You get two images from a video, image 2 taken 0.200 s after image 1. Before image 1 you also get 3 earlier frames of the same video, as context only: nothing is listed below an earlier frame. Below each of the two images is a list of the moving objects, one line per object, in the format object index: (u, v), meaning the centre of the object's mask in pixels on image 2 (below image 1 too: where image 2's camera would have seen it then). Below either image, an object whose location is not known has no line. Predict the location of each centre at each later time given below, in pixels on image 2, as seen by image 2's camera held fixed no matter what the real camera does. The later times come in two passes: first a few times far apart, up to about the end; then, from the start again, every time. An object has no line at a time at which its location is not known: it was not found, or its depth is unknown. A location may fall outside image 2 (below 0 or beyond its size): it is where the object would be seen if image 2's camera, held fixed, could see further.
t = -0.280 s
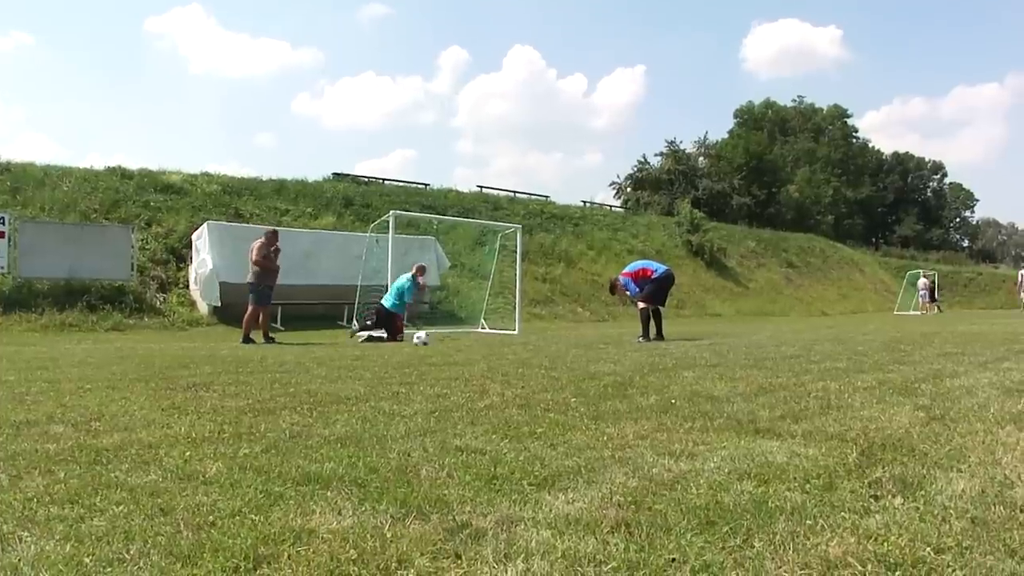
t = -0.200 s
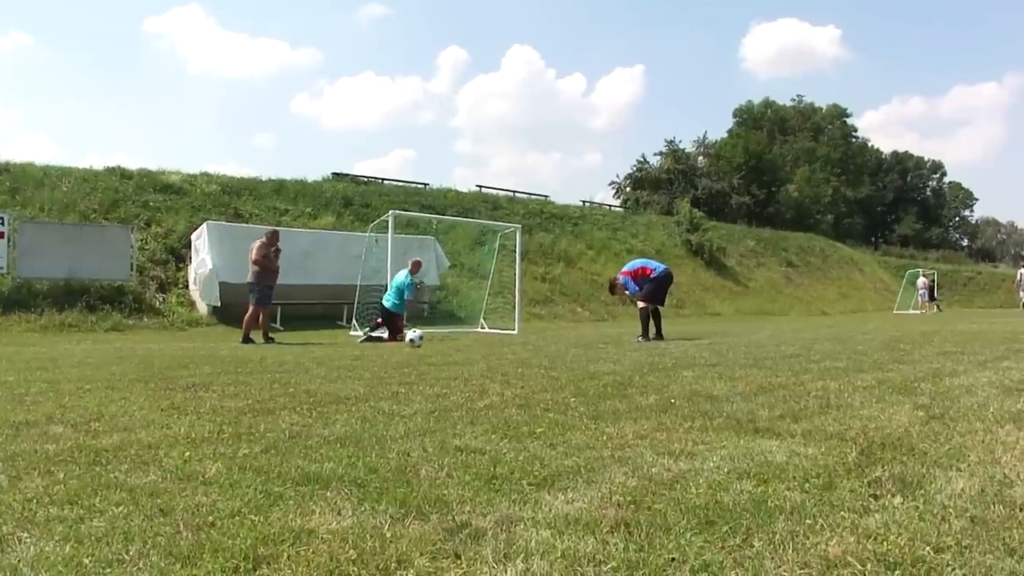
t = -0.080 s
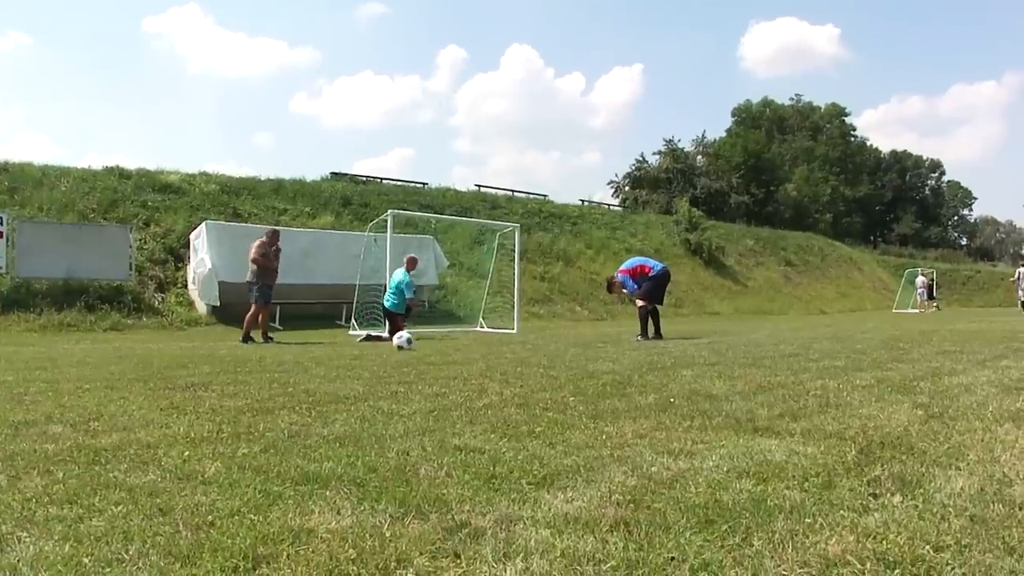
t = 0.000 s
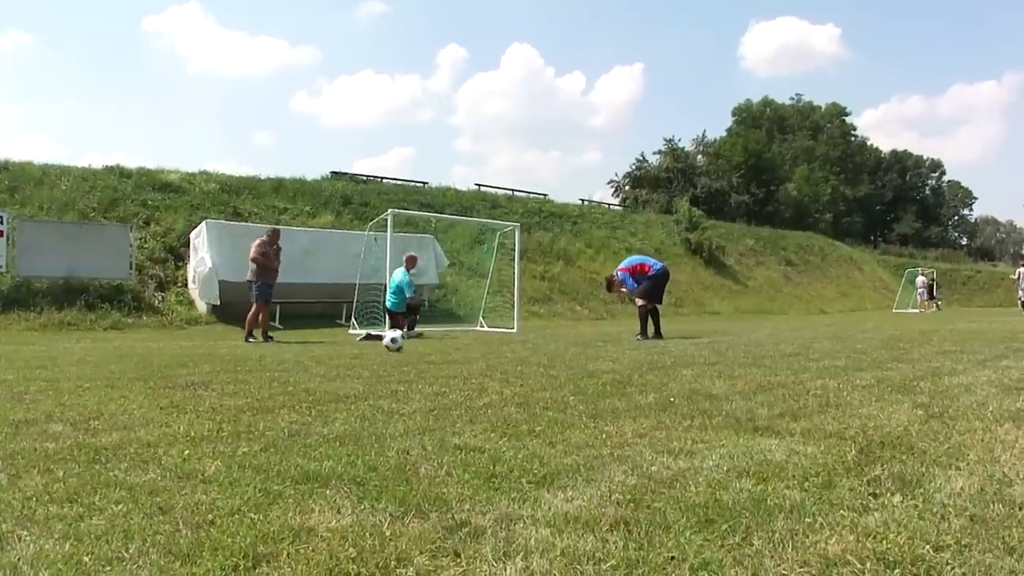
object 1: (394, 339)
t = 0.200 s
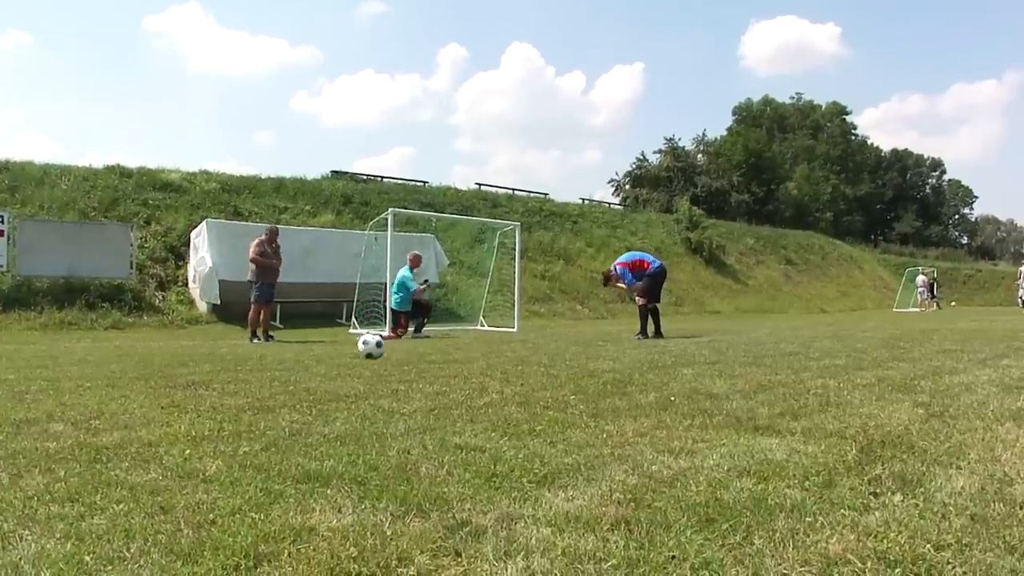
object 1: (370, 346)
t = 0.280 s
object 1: (359, 349)
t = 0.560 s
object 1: (305, 361)
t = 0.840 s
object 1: (211, 378)
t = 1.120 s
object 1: (35, 398)
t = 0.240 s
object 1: (365, 348)
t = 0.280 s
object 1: (359, 349)
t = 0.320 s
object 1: (353, 348)
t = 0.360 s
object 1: (346, 348)
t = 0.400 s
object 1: (339, 351)
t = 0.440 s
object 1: (330, 355)
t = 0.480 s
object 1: (322, 356)
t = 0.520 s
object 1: (314, 358)
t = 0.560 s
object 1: (305, 361)
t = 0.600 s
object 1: (295, 362)
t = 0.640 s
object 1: (284, 364)
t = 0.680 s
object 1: (272, 367)
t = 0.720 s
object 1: (259, 369)
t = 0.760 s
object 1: (244, 373)
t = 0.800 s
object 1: (229, 377)
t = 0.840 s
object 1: (211, 378)
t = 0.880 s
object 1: (193, 380)
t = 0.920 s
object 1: (172, 387)
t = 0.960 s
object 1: (150, 394)
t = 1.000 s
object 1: (125, 395)
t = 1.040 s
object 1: (99, 388)
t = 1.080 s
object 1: (67, 390)
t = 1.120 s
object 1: (35, 398)
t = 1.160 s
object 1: (16, 411)
